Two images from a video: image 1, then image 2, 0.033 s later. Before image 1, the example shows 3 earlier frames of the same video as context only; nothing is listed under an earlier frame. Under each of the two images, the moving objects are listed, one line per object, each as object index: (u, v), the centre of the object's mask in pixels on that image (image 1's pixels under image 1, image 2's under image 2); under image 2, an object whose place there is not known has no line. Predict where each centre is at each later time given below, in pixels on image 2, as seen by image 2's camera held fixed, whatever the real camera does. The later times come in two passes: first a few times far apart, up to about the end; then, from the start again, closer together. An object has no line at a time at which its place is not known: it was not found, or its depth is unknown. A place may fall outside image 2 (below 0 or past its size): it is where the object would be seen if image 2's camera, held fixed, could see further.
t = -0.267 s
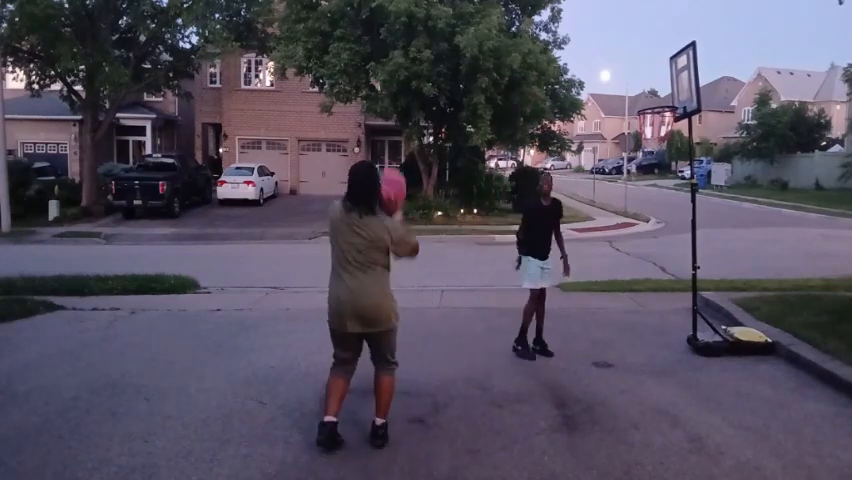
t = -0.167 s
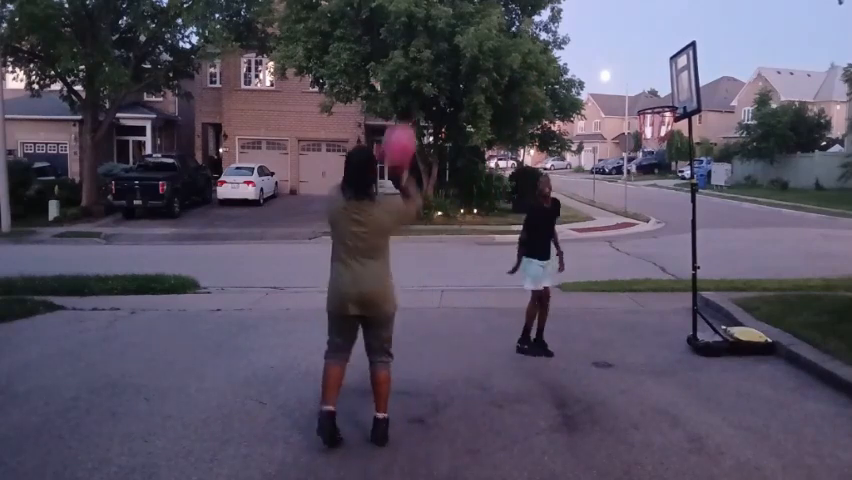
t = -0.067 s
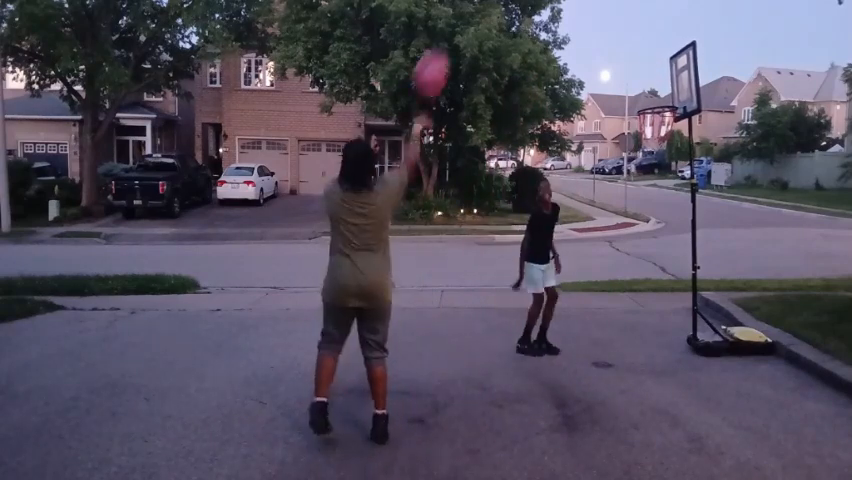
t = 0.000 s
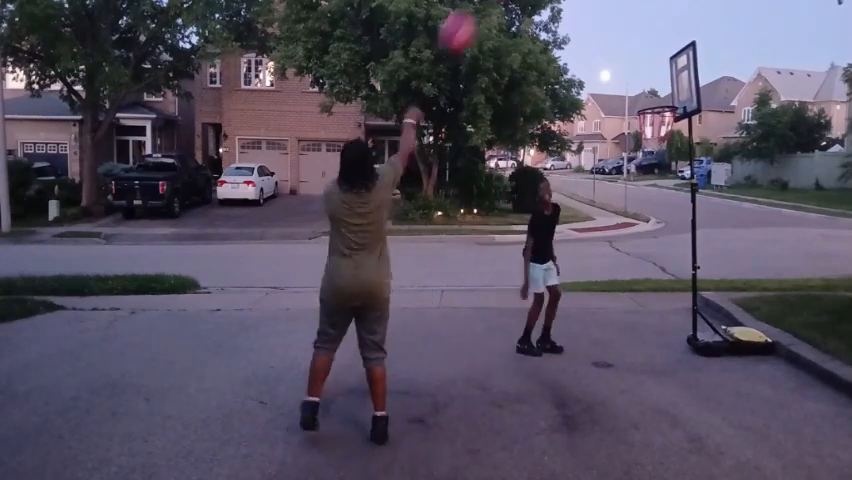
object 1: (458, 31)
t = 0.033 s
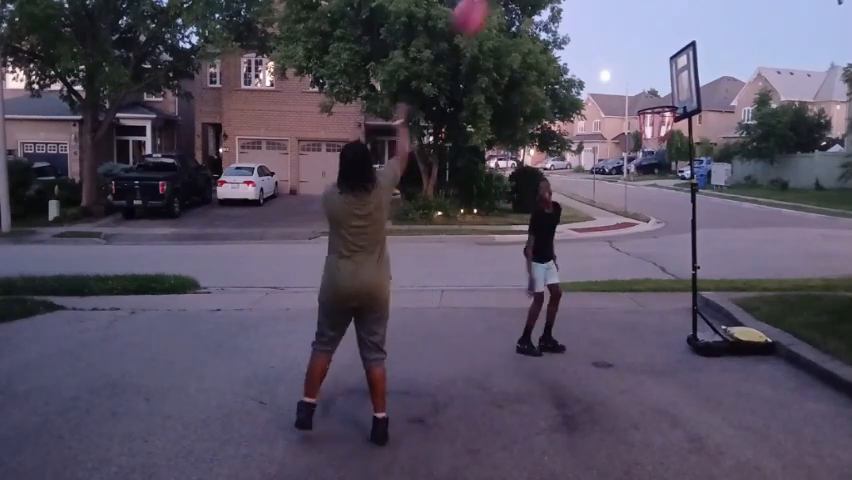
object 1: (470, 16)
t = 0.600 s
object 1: (631, 12)
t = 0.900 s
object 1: (682, 161)
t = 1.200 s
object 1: (677, 342)
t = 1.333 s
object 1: (666, 272)
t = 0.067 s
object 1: (480, 8)
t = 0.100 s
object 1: (492, 4)
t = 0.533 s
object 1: (616, 2)
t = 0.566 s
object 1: (624, 6)
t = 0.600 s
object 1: (631, 12)
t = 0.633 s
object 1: (638, 24)
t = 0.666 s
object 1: (644, 38)
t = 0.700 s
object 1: (650, 53)
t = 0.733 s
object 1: (655, 67)
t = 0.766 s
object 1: (661, 87)
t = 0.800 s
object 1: (667, 105)
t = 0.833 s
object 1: (673, 126)
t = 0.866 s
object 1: (677, 144)
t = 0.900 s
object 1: (682, 161)
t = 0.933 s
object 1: (686, 185)
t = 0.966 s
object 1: (685, 202)
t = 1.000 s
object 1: (683, 220)
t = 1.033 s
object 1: (682, 241)
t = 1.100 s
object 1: (680, 286)
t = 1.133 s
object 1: (680, 307)
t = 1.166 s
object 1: (678, 335)
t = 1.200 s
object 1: (677, 342)
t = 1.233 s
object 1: (674, 323)
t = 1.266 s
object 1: (672, 304)
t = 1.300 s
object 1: (669, 288)
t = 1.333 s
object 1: (666, 272)
